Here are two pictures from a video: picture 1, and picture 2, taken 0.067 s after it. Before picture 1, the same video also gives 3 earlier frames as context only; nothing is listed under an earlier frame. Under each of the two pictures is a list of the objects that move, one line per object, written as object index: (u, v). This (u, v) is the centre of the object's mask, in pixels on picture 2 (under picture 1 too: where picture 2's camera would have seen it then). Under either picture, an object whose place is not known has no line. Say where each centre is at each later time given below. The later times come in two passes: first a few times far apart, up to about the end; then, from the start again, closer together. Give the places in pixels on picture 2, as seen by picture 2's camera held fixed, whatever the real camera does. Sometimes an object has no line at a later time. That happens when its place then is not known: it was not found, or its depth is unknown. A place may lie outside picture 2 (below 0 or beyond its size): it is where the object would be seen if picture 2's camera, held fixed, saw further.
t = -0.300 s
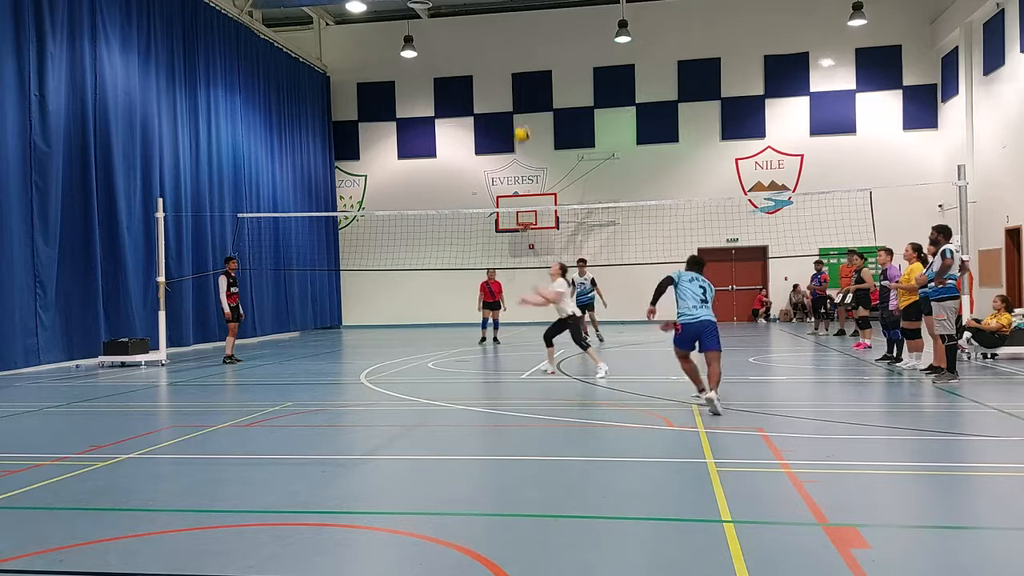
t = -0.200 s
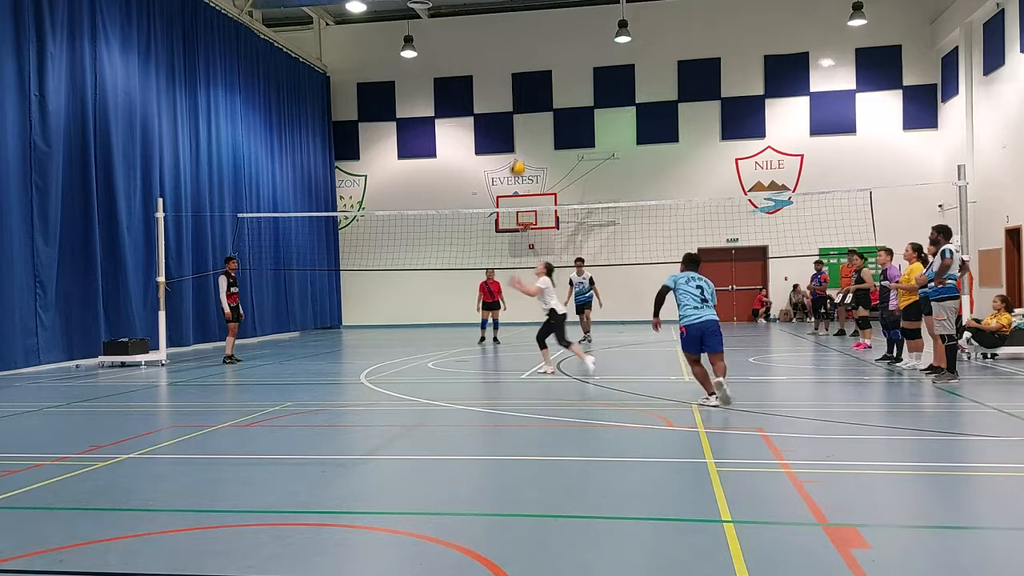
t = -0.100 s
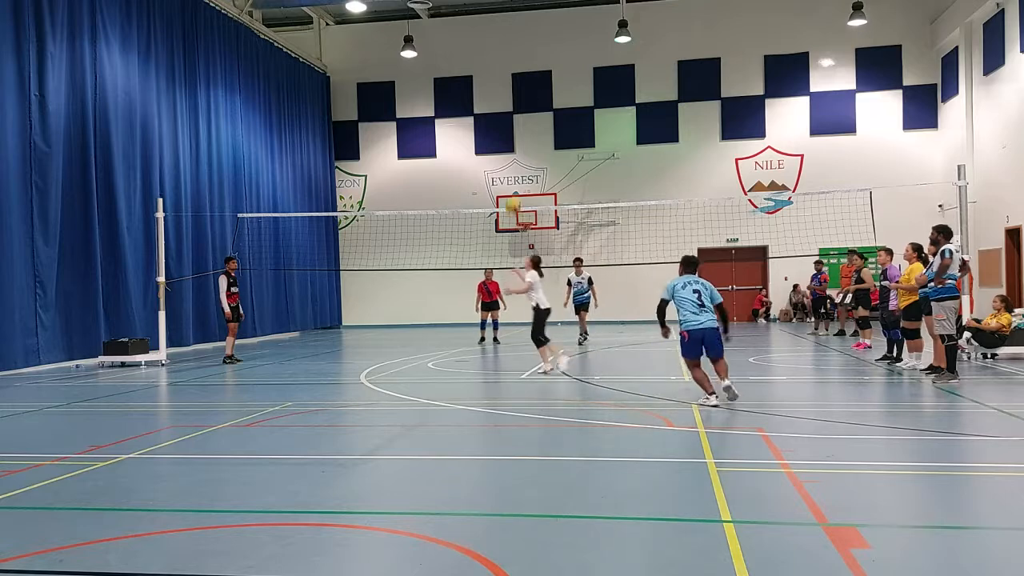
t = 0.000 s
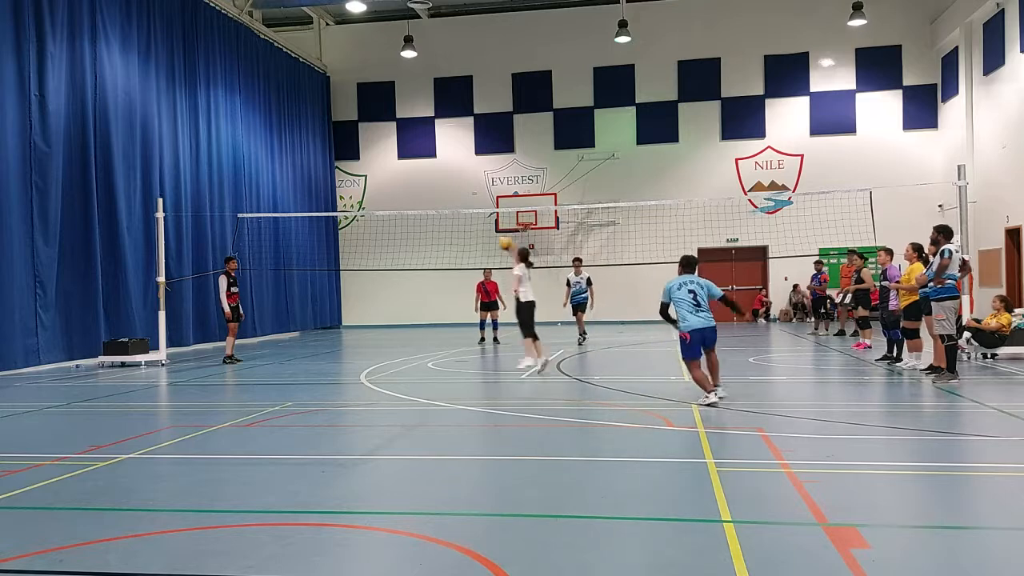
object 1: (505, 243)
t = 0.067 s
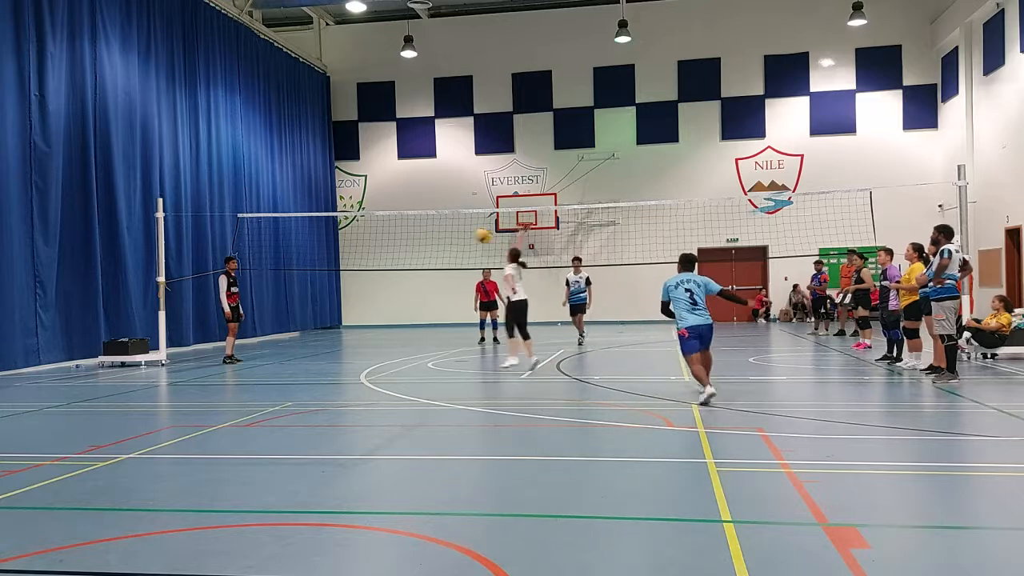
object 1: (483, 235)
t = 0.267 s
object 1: (417, 230)
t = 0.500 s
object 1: (342, 261)
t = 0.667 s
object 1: (292, 306)
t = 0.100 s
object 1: (472, 233)
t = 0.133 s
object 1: (462, 231)
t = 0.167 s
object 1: (450, 230)
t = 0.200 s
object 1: (439, 229)
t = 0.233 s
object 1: (428, 230)
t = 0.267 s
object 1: (417, 230)
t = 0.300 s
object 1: (406, 233)
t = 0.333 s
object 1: (395, 235)
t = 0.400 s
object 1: (374, 243)
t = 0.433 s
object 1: (363, 248)
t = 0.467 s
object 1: (353, 254)
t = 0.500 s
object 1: (342, 261)
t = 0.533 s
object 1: (332, 268)
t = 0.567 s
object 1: (322, 276)
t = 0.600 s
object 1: (311, 285)
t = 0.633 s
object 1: (302, 295)
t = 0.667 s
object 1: (292, 306)
